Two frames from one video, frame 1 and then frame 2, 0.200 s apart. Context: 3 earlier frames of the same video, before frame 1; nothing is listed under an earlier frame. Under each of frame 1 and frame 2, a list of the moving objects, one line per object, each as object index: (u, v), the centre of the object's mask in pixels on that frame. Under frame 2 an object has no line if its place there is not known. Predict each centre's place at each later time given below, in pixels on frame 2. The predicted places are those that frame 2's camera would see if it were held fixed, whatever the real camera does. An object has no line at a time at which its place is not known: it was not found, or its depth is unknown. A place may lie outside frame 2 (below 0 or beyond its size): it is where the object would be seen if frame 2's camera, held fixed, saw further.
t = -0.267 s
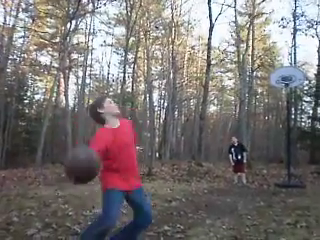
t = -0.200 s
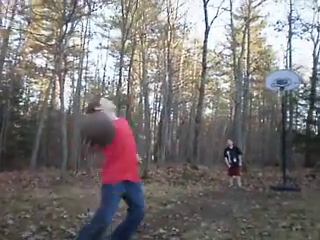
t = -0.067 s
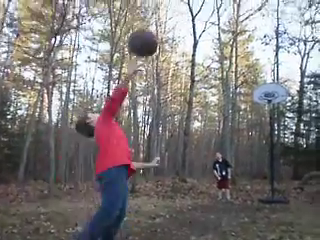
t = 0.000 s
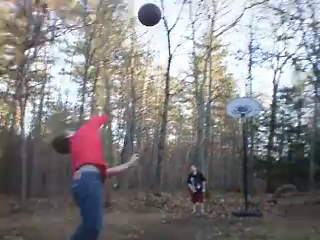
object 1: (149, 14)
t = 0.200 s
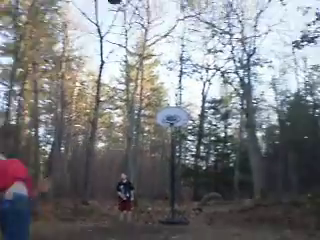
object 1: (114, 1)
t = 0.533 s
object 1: (146, 8)
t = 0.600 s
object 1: (148, 12)
